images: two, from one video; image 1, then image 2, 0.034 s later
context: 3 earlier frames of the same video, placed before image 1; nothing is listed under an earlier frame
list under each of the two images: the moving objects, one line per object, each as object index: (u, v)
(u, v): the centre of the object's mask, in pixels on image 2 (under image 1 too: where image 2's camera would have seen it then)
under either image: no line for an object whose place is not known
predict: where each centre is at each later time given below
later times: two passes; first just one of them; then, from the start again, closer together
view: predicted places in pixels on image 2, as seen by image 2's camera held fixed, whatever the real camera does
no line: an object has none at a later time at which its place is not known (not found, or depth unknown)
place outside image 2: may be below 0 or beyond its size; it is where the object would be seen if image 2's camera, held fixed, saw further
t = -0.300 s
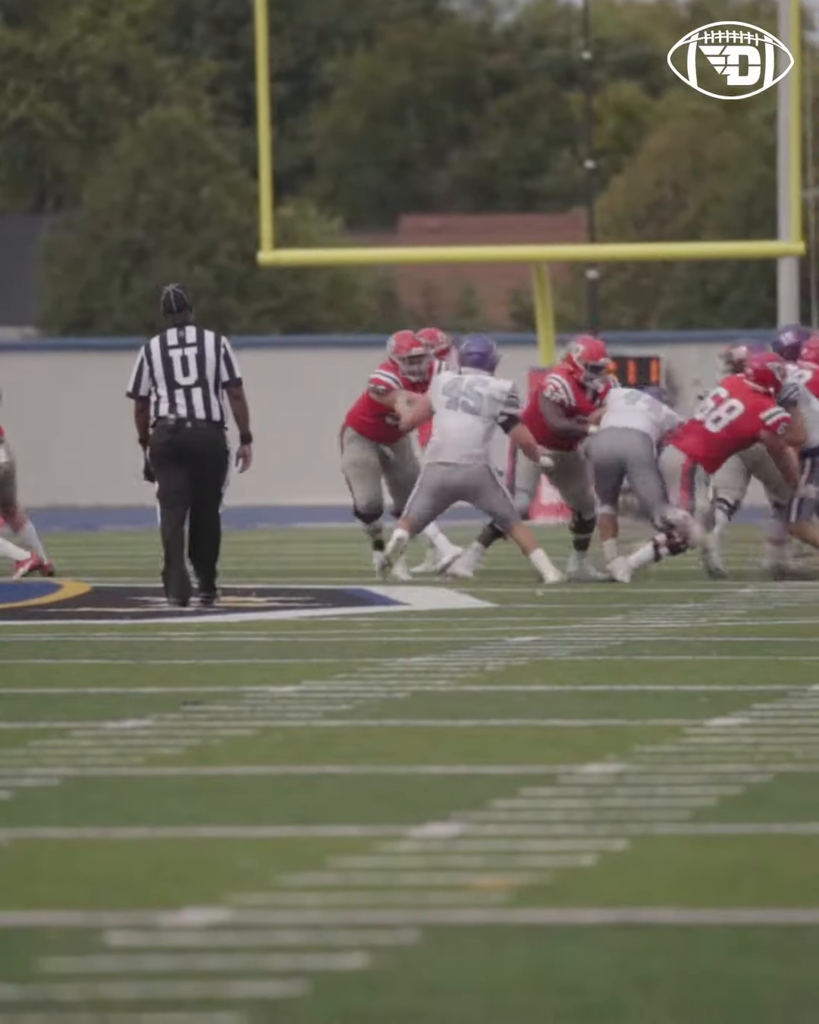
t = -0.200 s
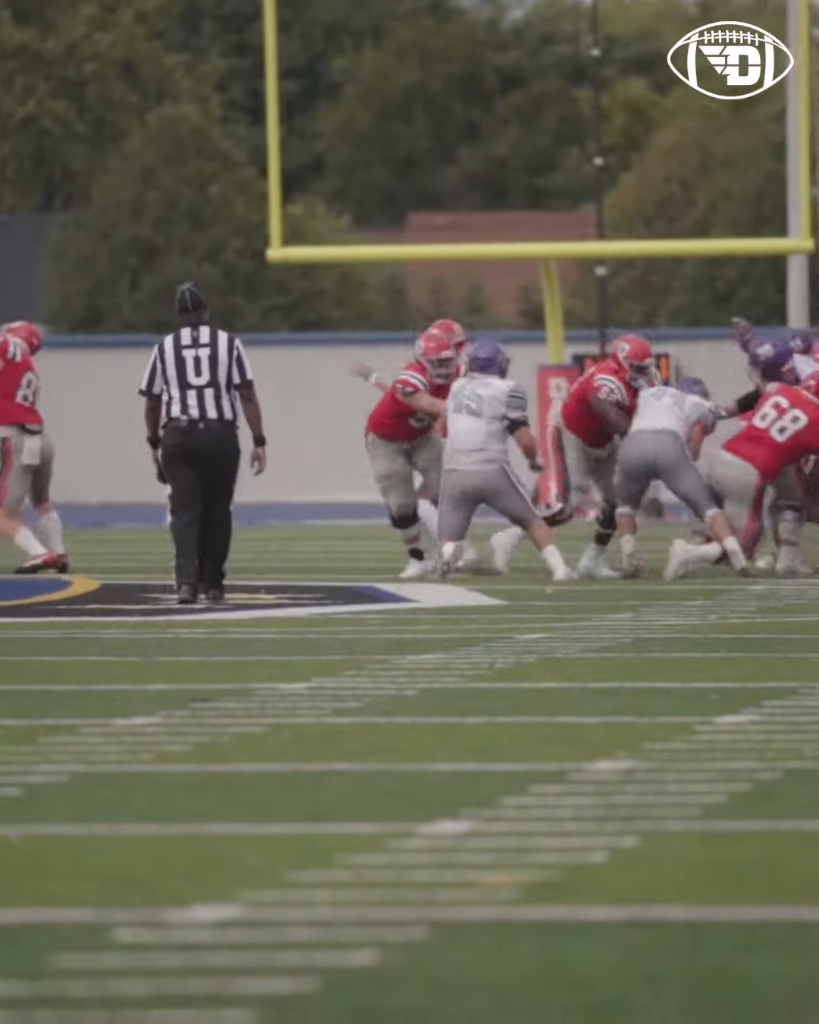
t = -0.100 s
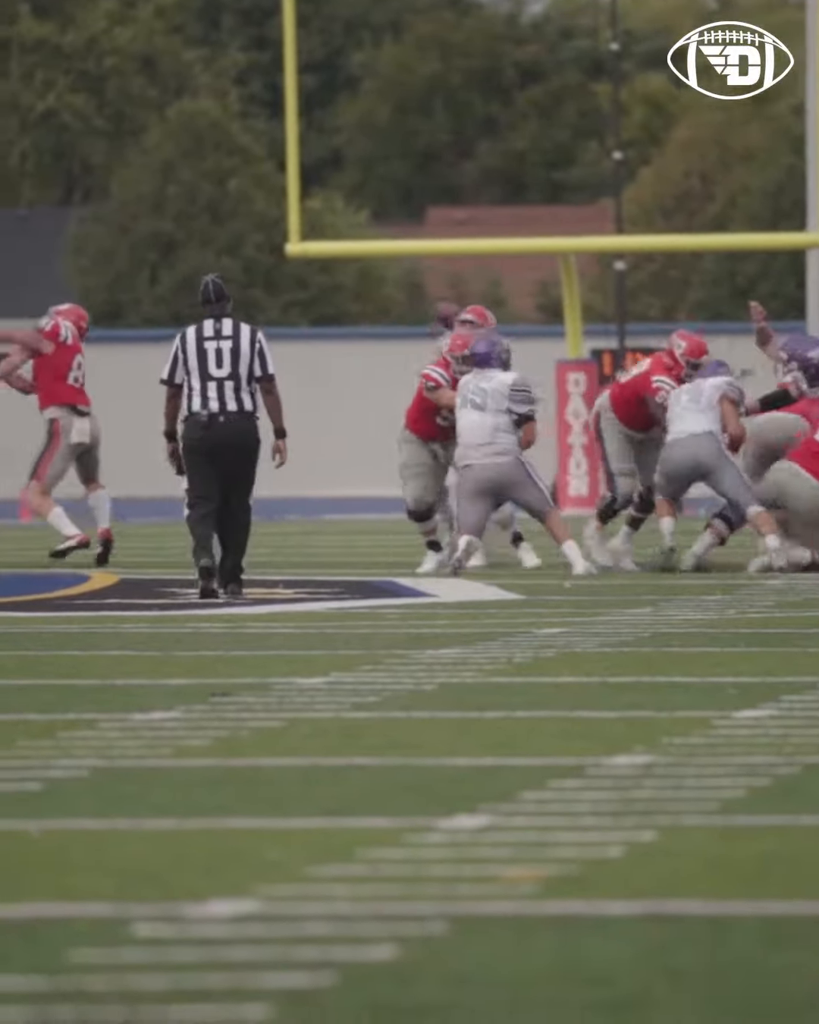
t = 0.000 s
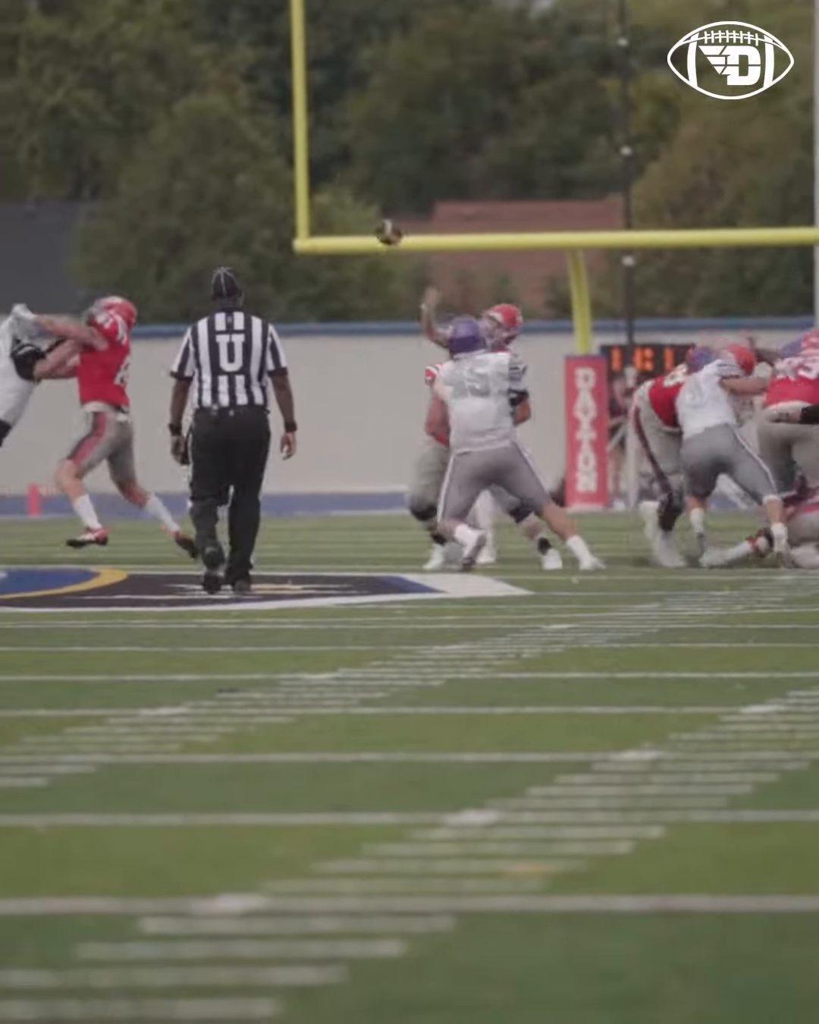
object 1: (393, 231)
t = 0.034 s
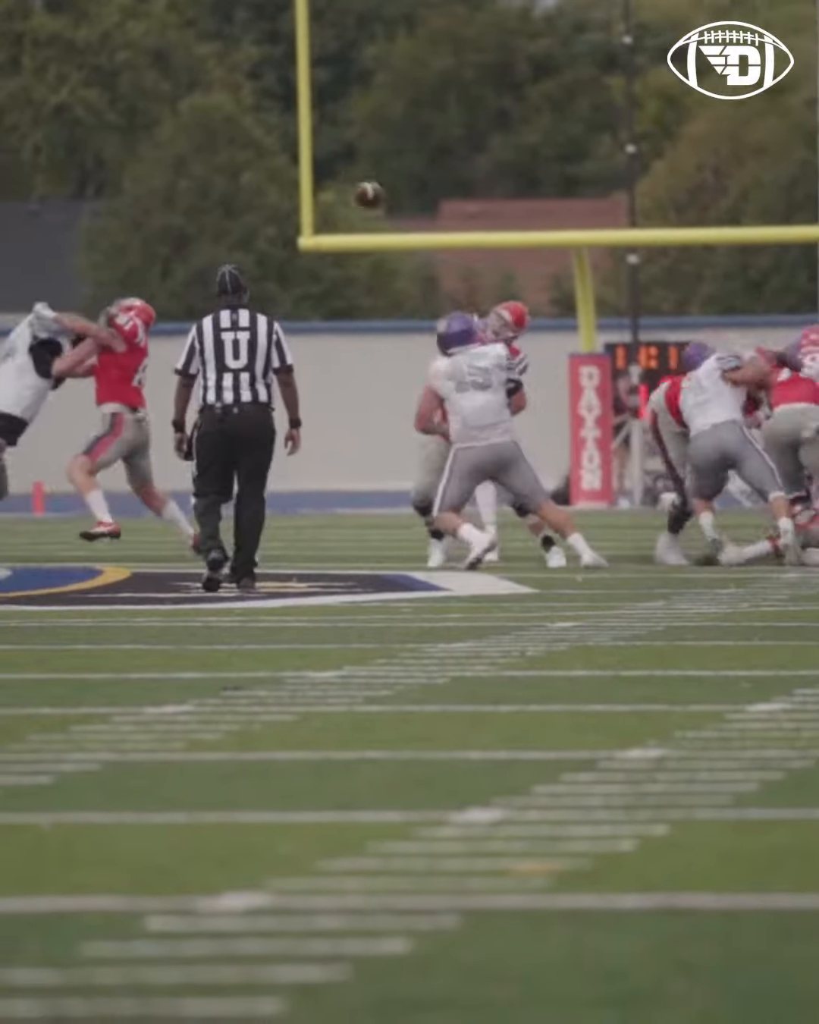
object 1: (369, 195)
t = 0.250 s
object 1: (200, -8)
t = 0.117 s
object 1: (308, 113)
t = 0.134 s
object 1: (294, 96)
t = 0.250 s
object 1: (200, -8)
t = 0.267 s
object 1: (184, -21)
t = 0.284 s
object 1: (170, -34)
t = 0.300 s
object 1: (156, -48)
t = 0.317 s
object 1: (142, -59)
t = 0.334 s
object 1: (126, -74)
